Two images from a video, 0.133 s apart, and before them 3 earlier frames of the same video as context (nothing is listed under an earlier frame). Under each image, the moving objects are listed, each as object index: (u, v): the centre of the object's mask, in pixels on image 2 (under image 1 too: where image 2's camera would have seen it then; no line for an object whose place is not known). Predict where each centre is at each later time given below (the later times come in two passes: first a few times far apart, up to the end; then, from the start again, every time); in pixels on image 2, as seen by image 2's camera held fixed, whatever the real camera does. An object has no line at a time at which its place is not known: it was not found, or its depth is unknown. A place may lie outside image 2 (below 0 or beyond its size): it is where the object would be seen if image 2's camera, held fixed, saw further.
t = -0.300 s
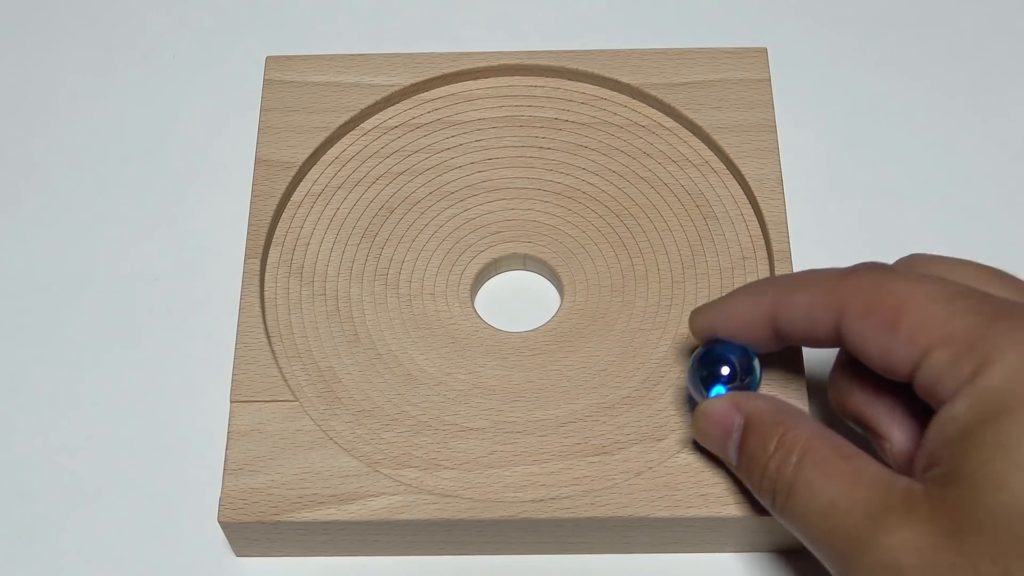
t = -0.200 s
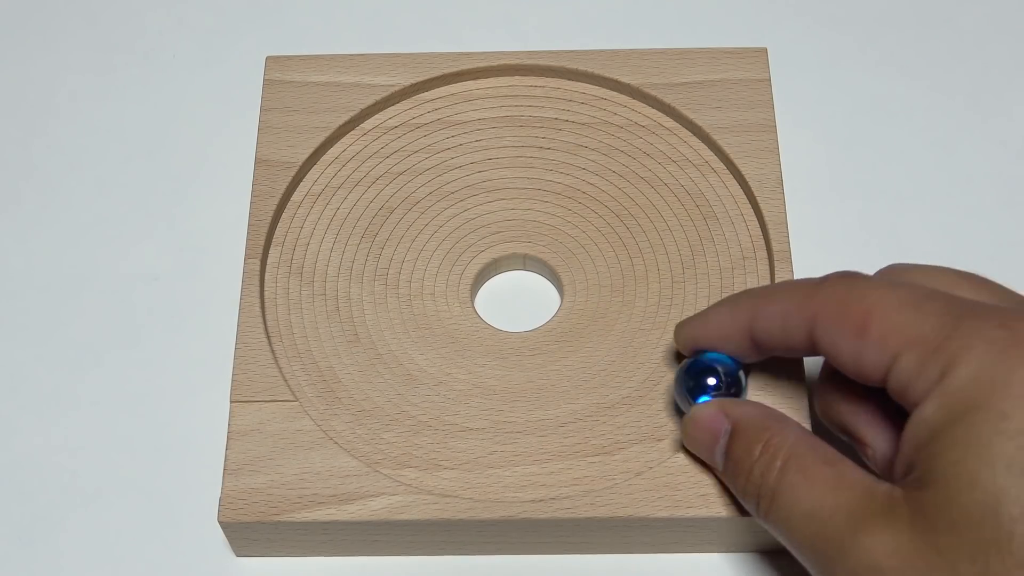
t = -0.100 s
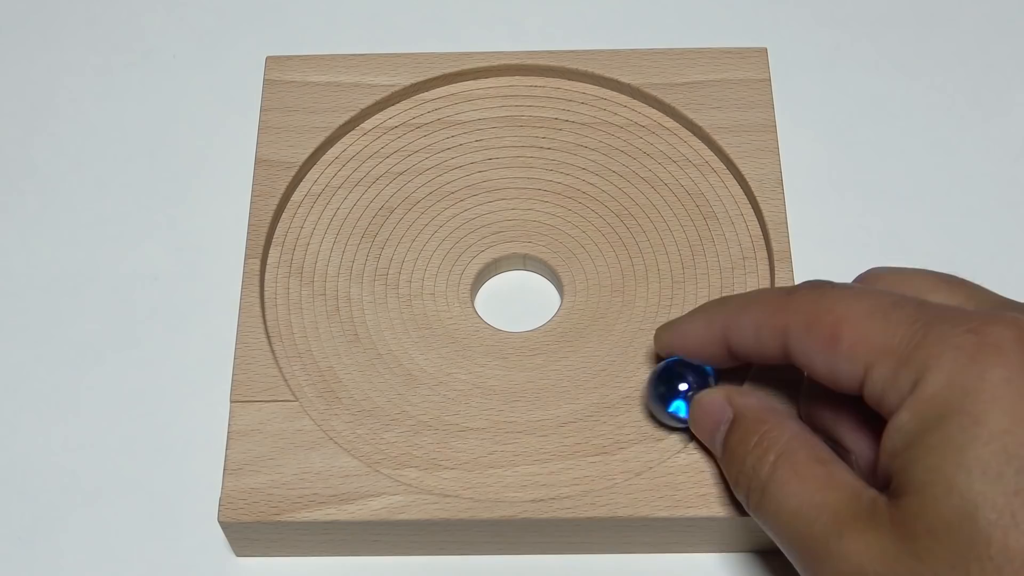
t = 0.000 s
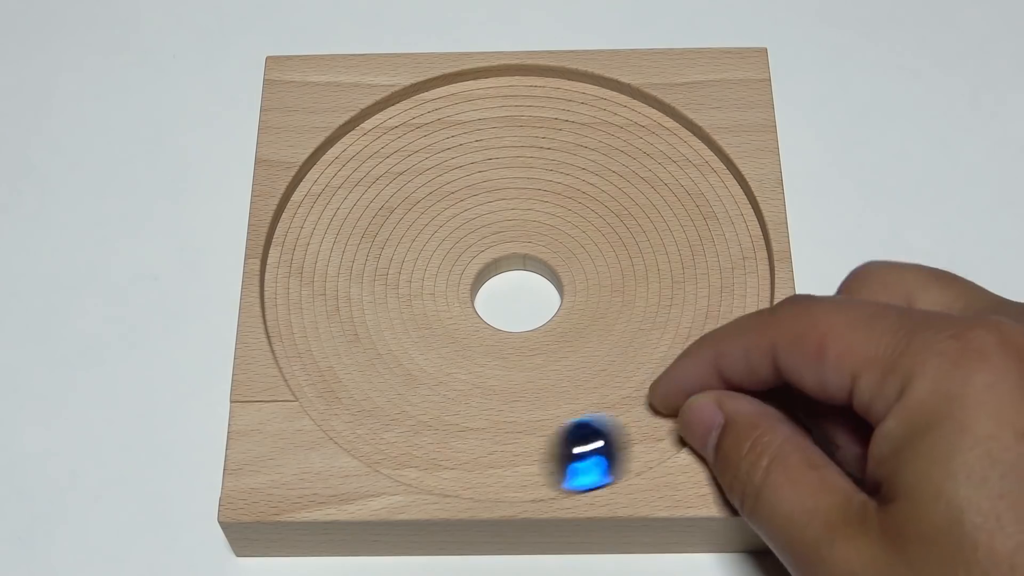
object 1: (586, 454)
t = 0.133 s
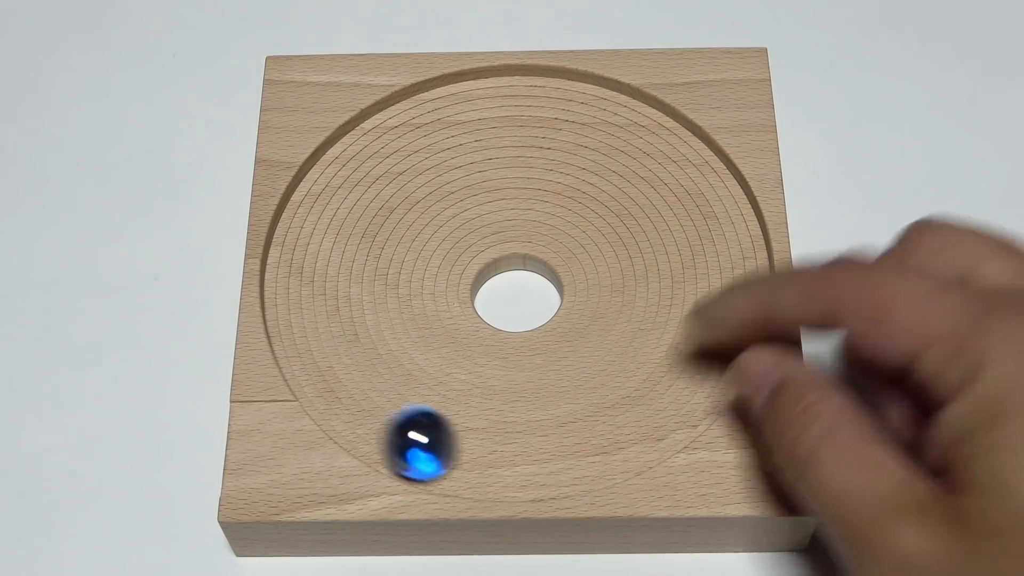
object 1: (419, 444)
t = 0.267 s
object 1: (326, 372)
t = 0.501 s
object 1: (316, 199)
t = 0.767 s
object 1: (476, 95)
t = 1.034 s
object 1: (655, 214)
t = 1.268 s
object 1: (569, 390)
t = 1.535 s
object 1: (366, 322)
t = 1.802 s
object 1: (425, 164)
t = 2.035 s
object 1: (581, 151)
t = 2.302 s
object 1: (636, 289)
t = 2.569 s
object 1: (449, 366)
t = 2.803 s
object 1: (398, 259)
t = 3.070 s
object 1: (547, 186)
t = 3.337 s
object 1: (620, 302)
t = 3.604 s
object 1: (487, 365)
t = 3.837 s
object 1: (408, 286)
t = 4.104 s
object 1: (463, 194)
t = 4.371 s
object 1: (572, 194)
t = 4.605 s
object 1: (582, 286)
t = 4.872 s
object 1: (435, 313)
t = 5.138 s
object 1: (493, 235)
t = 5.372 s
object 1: (565, 316)
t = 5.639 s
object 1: (459, 309)
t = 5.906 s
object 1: (488, 233)
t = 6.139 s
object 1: (574, 296)
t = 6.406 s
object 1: (479, 271)
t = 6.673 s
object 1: (571, 282)
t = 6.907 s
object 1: (529, 291)
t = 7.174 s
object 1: (525, 286)
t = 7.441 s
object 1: (528, 294)
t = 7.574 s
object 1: (504, 292)
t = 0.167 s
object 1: (389, 432)
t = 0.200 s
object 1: (365, 414)
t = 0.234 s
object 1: (342, 394)
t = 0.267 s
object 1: (326, 372)
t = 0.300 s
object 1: (314, 346)
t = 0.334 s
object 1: (303, 321)
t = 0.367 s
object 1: (296, 296)
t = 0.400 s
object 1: (295, 271)
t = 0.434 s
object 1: (299, 246)
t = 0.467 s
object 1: (306, 222)
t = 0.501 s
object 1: (316, 199)
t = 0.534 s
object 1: (331, 179)
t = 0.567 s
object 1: (347, 159)
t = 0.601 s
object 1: (364, 142)
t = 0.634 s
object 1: (384, 128)
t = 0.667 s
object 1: (406, 116)
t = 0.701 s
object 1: (429, 105)
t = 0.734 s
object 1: (452, 96)
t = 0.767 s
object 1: (476, 95)
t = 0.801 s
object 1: (502, 96)
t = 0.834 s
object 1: (527, 102)
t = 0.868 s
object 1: (553, 112)
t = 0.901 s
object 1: (578, 126)
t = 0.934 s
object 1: (602, 143)
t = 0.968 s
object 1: (622, 163)
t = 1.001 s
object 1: (641, 187)
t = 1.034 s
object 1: (655, 214)
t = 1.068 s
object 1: (663, 244)
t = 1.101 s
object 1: (665, 274)
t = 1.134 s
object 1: (659, 305)
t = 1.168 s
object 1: (647, 332)
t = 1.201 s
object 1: (627, 356)
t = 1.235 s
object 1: (600, 375)
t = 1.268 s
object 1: (569, 390)
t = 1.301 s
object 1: (535, 400)
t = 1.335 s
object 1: (503, 402)
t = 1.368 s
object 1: (471, 398)
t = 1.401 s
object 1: (441, 390)
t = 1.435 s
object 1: (413, 379)
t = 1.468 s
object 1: (391, 363)
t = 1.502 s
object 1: (375, 344)
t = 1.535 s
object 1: (366, 322)
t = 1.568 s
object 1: (359, 299)
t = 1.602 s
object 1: (357, 276)
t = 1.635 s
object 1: (362, 253)
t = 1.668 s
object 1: (369, 231)
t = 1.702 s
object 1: (377, 210)
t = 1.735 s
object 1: (389, 192)
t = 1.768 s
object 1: (407, 178)
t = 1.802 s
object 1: (425, 164)
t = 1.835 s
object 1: (445, 154)
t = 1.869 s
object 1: (468, 148)
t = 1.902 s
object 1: (491, 144)
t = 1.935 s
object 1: (515, 141)
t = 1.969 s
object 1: (538, 141)
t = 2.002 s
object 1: (559, 145)
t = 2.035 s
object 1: (581, 151)
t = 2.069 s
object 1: (602, 157)
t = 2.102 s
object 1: (619, 168)
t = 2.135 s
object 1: (631, 183)
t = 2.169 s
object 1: (642, 200)
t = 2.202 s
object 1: (648, 221)
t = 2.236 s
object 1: (649, 243)
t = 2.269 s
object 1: (645, 266)
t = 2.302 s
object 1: (636, 289)
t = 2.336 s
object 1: (622, 311)
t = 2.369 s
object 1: (604, 331)
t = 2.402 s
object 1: (580, 347)
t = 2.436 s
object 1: (554, 362)
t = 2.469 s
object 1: (527, 370)
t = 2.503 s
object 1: (500, 373)
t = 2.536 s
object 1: (472, 372)
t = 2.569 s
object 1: (449, 366)
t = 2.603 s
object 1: (427, 357)
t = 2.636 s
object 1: (408, 346)
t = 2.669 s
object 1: (396, 331)
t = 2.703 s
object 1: (391, 313)
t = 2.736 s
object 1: (389, 295)
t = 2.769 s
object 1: (390, 276)
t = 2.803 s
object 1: (398, 259)
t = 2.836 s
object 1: (410, 241)
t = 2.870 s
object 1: (426, 226)
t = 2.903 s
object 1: (443, 211)
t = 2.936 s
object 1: (460, 197)
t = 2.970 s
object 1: (479, 186)
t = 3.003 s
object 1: (502, 183)
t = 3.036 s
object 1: (525, 184)
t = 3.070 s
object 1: (547, 186)
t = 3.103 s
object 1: (569, 190)
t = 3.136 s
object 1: (587, 201)
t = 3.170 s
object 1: (602, 215)
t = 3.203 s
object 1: (613, 231)
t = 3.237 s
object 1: (622, 248)
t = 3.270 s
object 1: (625, 267)
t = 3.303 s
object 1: (625, 285)
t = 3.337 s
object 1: (620, 302)
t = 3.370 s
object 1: (612, 319)
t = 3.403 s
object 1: (599, 334)
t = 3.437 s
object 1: (585, 348)
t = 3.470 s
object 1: (566, 356)
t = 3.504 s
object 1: (547, 363)
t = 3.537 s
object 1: (527, 367)
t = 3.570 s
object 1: (506, 368)
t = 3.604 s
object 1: (487, 365)
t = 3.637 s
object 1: (469, 359)
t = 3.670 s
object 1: (452, 350)
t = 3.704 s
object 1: (437, 341)
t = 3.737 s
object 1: (425, 328)
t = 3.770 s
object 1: (415, 316)
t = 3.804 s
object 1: (411, 301)
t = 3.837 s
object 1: (408, 286)
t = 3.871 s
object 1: (406, 272)
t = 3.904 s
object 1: (408, 257)
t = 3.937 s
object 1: (414, 244)
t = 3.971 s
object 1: (420, 230)
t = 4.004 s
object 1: (429, 219)
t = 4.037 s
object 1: (439, 210)
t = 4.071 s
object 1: (450, 200)
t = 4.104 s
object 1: (463, 194)
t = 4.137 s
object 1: (476, 188)
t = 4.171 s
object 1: (490, 185)
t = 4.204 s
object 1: (503, 183)
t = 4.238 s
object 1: (518, 183)
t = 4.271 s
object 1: (532, 182)
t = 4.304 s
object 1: (546, 185)
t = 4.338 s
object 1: (559, 190)
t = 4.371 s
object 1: (572, 194)
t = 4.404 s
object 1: (582, 201)
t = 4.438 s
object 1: (590, 210)
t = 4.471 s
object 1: (597, 220)
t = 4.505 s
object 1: (599, 235)
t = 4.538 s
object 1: (597, 251)
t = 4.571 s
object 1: (591, 268)
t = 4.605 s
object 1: (582, 286)
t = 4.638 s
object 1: (567, 304)
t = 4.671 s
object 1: (547, 318)
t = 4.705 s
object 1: (524, 328)
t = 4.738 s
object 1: (501, 333)
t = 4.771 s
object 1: (479, 333)
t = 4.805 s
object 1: (460, 329)
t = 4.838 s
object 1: (446, 322)
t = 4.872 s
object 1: (435, 313)
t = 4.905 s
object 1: (429, 304)
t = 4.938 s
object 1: (425, 293)
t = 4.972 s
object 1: (425, 281)
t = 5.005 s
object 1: (430, 270)
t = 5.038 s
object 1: (440, 258)
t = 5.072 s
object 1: (454, 248)
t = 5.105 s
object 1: (471, 240)
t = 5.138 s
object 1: (493, 235)
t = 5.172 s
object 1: (516, 234)
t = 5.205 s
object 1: (539, 239)
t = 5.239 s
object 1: (557, 251)
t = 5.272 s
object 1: (568, 267)
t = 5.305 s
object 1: (572, 285)
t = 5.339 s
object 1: (571, 302)
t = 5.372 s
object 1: (565, 316)
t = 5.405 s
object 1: (555, 328)
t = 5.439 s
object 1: (543, 336)
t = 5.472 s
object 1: (527, 337)
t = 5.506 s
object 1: (512, 335)
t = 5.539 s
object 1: (496, 332)
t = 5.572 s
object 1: (482, 327)
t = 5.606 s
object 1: (470, 319)
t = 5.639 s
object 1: (459, 309)
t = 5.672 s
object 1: (451, 297)
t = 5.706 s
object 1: (446, 286)
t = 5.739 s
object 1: (443, 274)
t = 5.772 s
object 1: (446, 263)
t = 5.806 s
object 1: (452, 252)
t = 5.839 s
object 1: (461, 242)
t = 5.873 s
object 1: (473, 236)
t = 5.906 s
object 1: (488, 233)
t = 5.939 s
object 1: (506, 233)
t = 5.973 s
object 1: (524, 238)
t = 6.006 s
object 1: (543, 247)
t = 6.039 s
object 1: (559, 258)
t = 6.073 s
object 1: (569, 270)
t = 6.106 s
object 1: (574, 284)
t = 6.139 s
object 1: (574, 296)
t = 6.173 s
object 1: (567, 307)
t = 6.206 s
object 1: (553, 313)
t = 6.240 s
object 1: (538, 317)
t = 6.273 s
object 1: (521, 316)
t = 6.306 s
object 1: (503, 311)
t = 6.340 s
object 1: (487, 300)
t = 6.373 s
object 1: (479, 286)
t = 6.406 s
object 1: (479, 271)
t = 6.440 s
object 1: (488, 254)
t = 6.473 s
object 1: (504, 245)
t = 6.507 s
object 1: (522, 241)
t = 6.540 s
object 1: (540, 245)
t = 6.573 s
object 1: (554, 252)
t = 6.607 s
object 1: (566, 260)
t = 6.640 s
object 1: (572, 271)
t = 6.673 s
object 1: (571, 282)
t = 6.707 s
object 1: (567, 292)
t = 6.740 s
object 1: (556, 300)
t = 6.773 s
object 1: (541, 306)
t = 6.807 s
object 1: (522, 307)
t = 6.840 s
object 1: (503, 298)
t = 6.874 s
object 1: (501, 283)
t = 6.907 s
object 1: (529, 291)
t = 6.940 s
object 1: (511, 300)
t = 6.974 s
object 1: (509, 286)
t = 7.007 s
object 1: (528, 289)
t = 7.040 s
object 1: (524, 300)
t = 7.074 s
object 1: (511, 301)
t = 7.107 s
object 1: (505, 292)
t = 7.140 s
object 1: (513, 284)
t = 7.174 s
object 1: (525, 286)
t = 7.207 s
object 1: (529, 294)
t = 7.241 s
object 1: (520, 301)
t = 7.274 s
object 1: (510, 300)
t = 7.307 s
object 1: (505, 293)
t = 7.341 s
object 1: (509, 286)
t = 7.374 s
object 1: (519, 283)
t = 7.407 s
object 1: (527, 288)
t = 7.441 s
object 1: (528, 294)
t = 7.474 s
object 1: (522, 301)
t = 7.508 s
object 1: (514, 301)
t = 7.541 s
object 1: (506, 297)
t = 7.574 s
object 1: (504, 292)
